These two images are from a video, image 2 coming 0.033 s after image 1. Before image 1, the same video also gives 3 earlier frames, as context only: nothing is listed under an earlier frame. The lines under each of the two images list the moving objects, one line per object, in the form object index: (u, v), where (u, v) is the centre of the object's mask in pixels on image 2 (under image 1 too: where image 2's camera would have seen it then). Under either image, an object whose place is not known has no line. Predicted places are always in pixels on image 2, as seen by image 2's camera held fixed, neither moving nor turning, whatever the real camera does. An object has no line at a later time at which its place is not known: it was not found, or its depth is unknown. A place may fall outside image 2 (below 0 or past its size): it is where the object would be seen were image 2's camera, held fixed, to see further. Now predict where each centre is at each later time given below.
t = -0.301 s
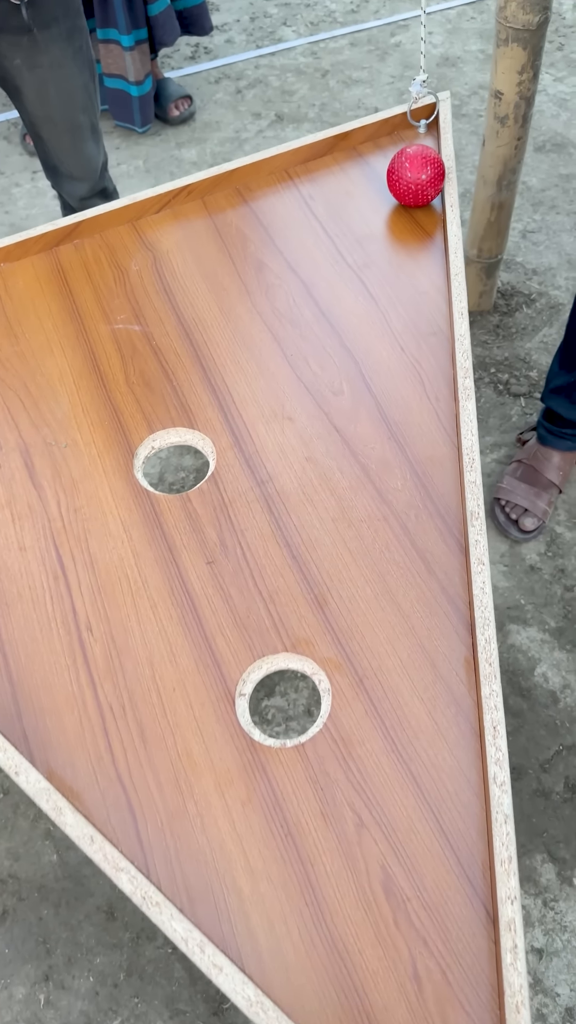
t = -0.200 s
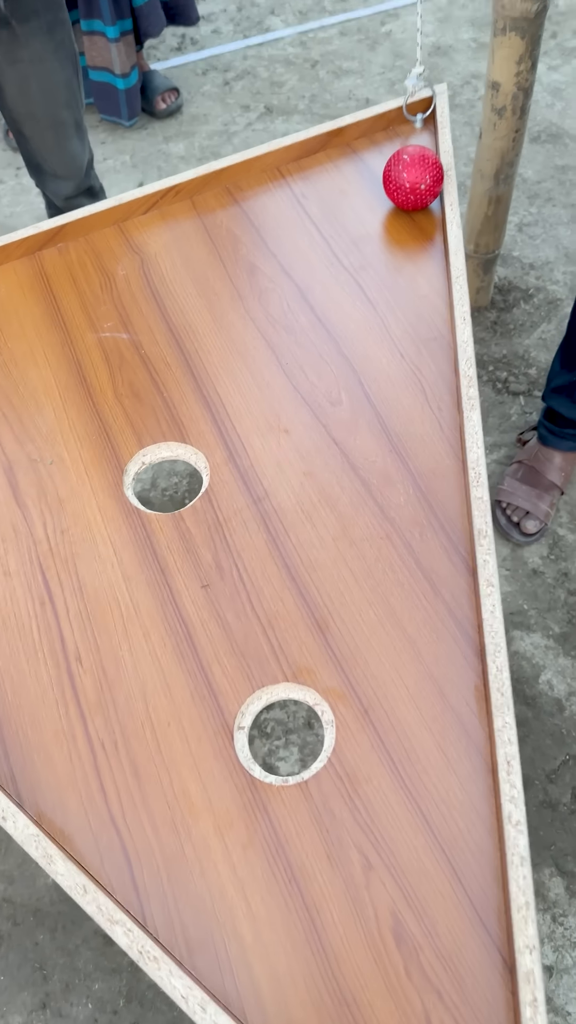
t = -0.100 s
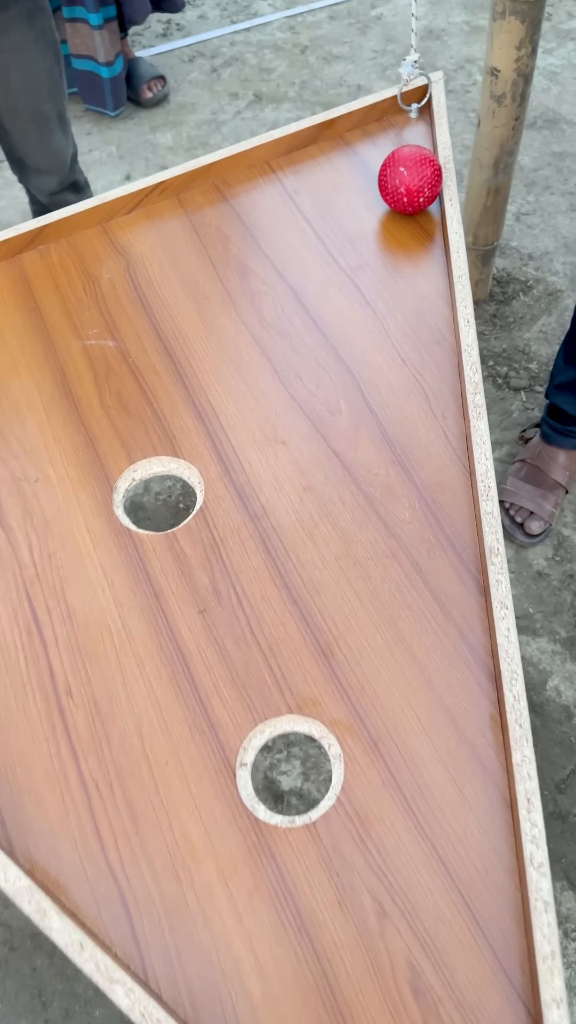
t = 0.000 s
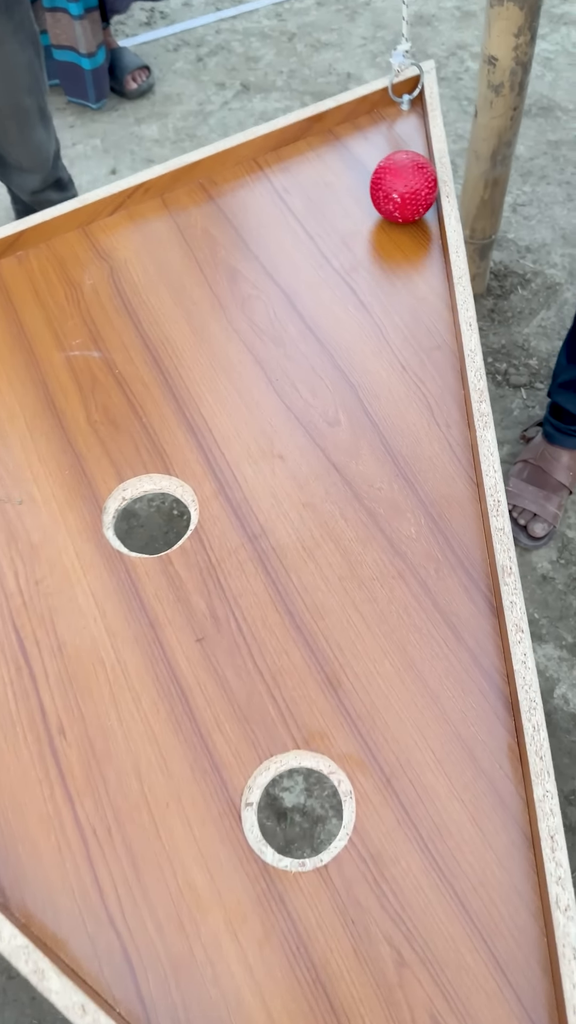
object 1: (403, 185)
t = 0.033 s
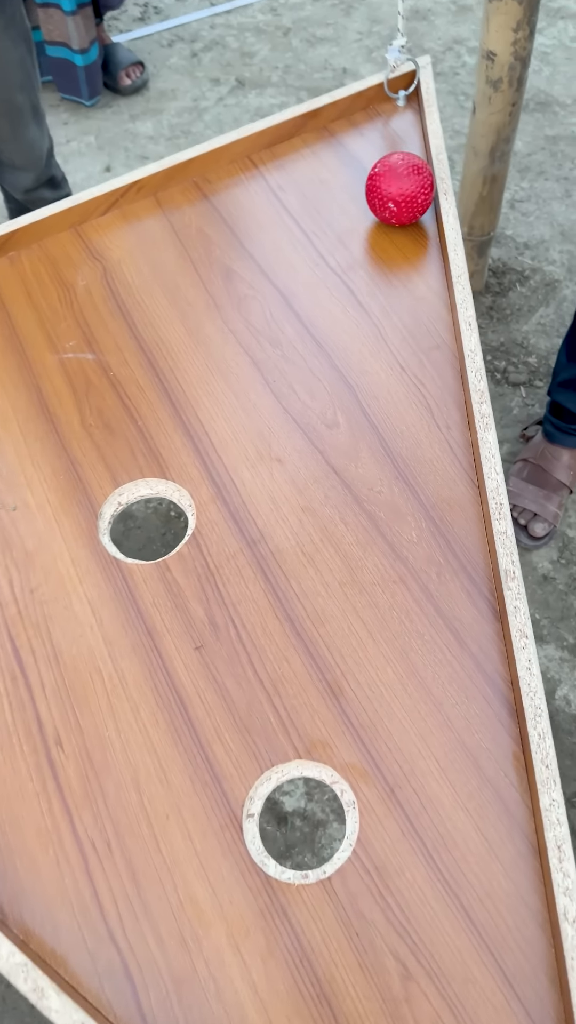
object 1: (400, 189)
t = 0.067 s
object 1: (397, 193)
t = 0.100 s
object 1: (393, 197)
